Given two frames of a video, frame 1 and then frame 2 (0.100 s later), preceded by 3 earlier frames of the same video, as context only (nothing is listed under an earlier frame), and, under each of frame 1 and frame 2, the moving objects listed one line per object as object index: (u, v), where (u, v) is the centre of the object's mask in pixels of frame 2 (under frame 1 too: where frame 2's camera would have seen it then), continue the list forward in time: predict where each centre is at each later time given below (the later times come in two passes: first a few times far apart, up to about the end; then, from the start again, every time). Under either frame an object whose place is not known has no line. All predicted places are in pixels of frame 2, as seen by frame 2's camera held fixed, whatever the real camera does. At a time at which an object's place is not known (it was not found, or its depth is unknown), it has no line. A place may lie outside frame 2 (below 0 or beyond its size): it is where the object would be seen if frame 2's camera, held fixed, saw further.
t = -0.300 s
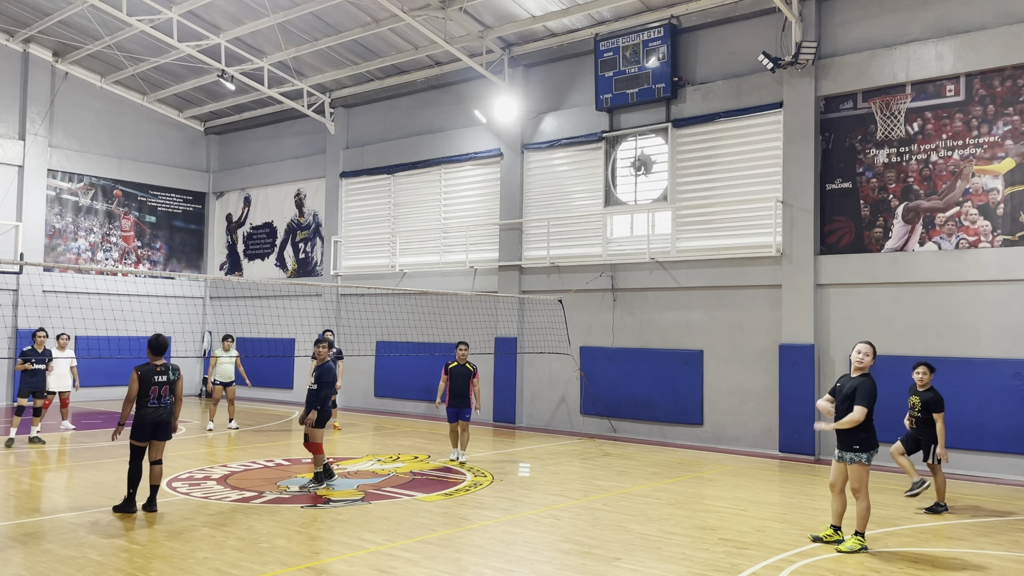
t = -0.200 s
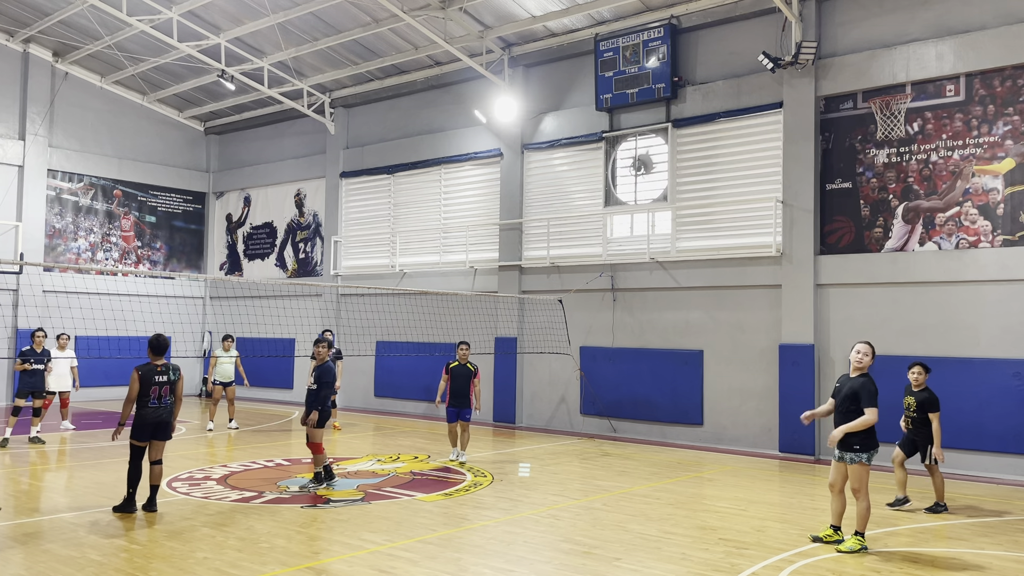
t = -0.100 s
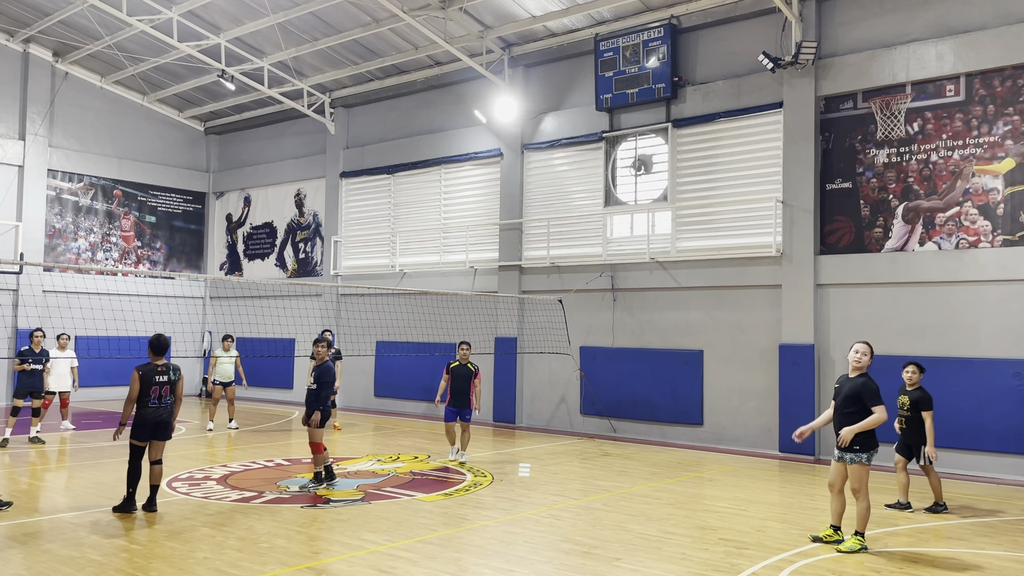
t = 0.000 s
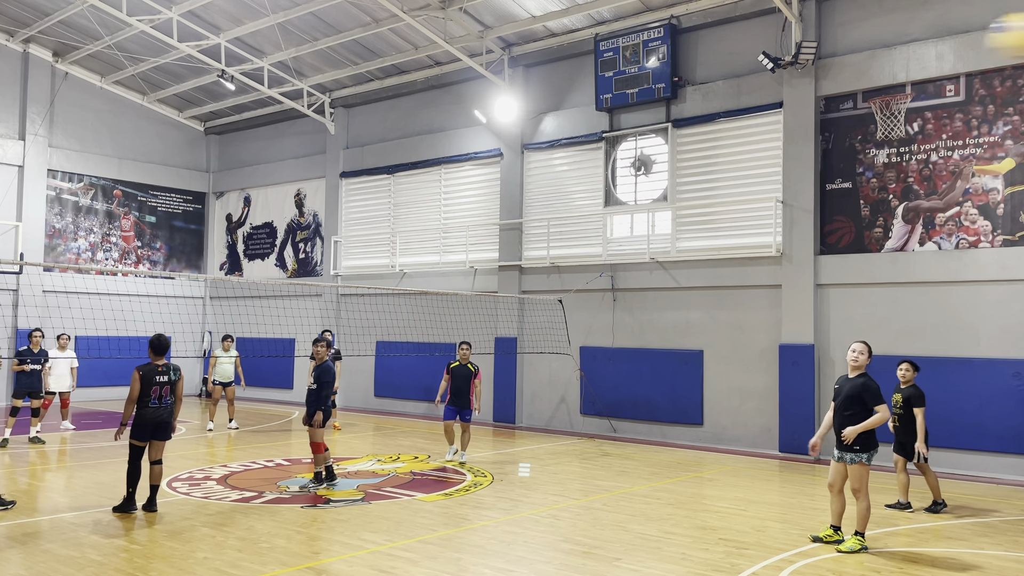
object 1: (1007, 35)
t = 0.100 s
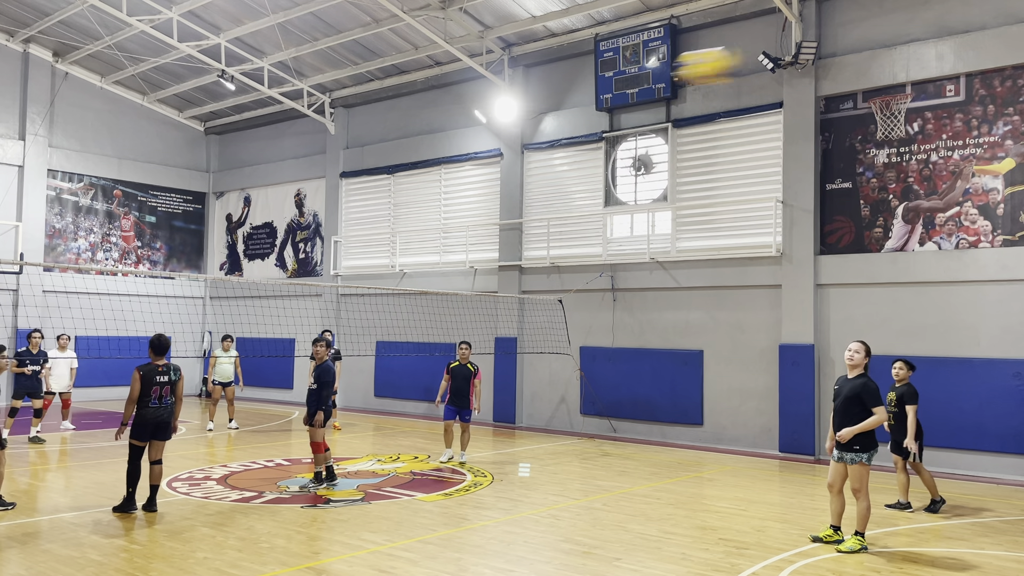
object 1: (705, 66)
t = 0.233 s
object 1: (463, 111)
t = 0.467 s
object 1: (247, 198)
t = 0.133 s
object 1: (631, 76)
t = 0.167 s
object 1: (566, 88)
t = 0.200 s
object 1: (521, 96)
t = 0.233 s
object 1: (463, 111)
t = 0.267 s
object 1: (425, 123)
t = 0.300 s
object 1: (388, 136)
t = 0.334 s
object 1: (354, 148)
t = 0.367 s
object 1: (324, 160)
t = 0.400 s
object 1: (296, 172)
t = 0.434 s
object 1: (270, 184)
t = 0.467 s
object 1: (247, 198)
